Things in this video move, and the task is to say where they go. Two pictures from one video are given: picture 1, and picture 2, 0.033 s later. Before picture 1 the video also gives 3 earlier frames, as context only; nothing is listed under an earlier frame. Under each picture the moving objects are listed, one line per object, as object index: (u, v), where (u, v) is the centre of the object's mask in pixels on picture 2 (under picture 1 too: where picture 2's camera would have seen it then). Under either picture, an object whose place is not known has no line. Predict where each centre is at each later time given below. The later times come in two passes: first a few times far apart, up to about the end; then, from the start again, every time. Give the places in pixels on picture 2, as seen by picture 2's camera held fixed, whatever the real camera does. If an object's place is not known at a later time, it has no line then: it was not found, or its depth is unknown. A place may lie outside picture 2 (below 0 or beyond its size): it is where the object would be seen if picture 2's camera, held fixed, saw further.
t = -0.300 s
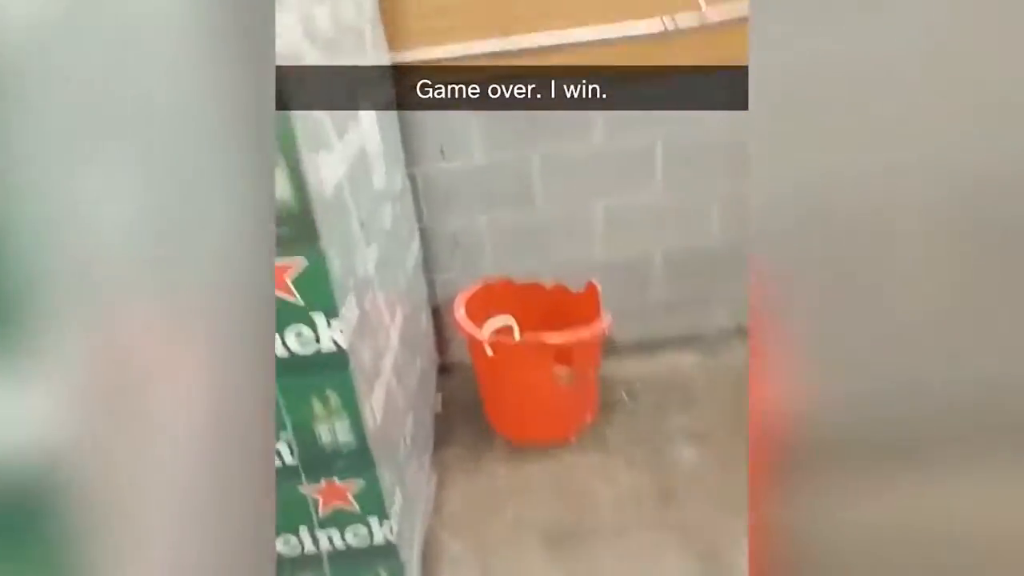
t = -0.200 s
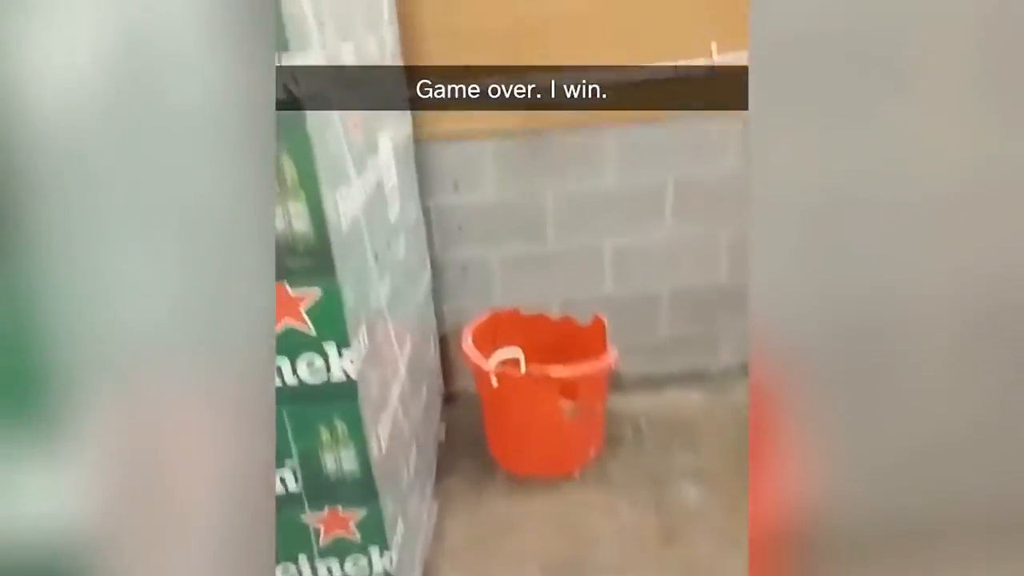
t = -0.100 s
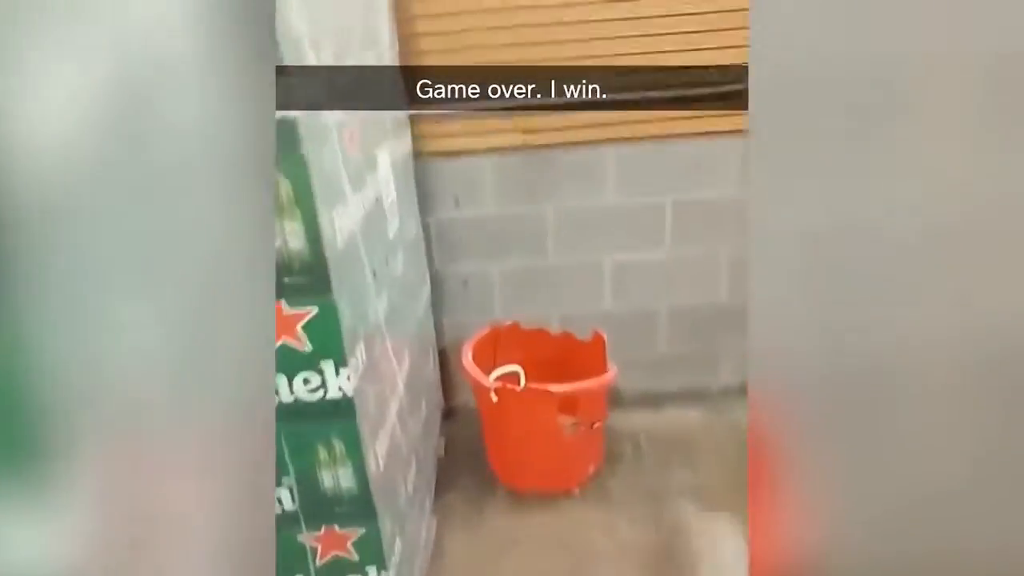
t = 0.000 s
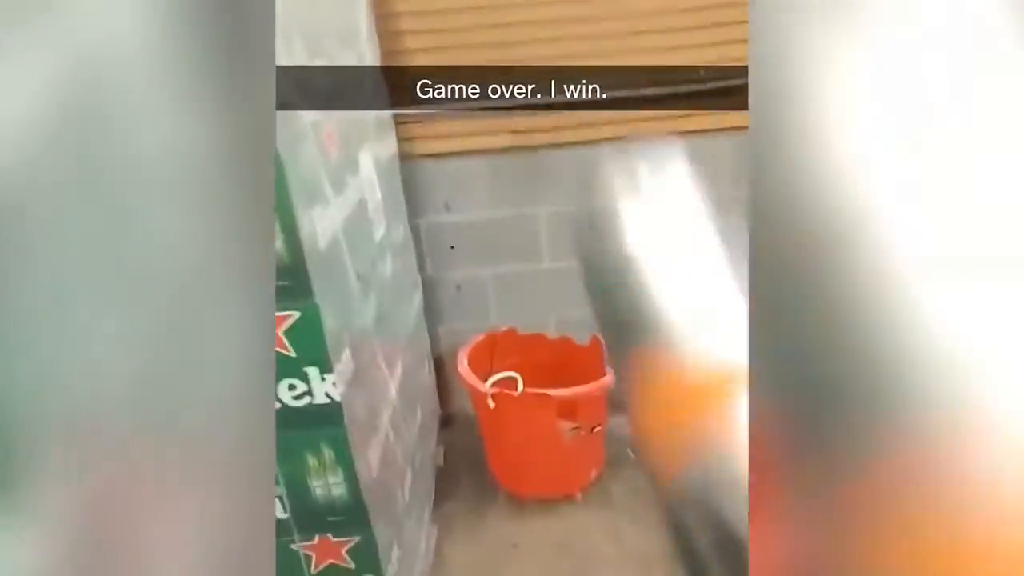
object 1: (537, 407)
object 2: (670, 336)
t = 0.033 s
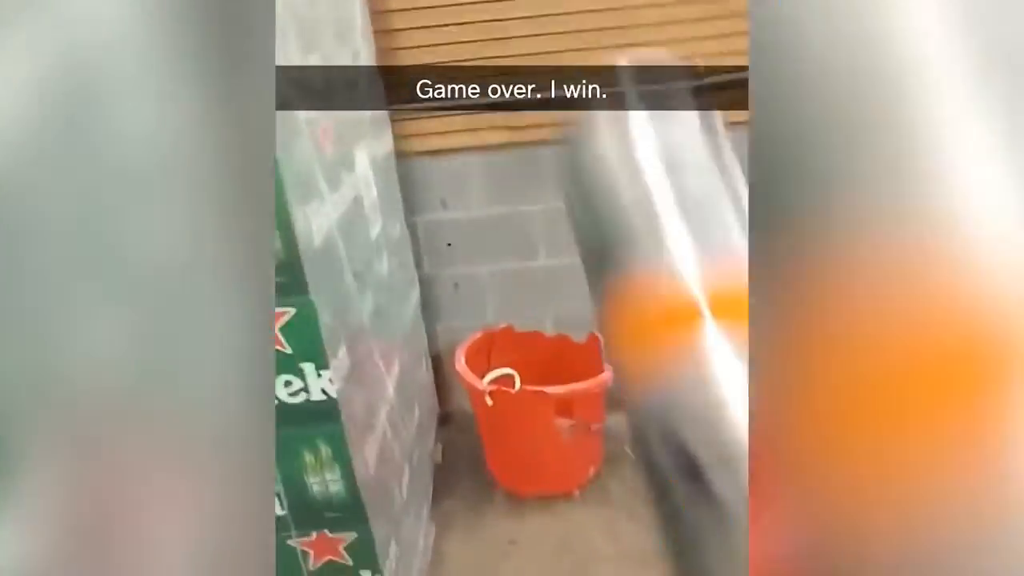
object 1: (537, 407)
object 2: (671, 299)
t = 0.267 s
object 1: (535, 406)
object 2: (606, 190)
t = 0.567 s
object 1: (550, 411)
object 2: (552, 324)
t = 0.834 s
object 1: (539, 436)
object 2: (550, 344)
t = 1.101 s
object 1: (540, 433)
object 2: (550, 354)
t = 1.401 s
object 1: (540, 432)
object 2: (558, 351)
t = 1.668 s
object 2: (557, 352)
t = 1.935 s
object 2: (564, 349)
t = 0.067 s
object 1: (535, 408)
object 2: (670, 274)
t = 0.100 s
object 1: (533, 409)
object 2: (658, 228)
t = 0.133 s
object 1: (531, 410)
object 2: (635, 197)
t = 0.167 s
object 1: (534, 409)
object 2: (623, 166)
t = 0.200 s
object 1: (536, 407)
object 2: (611, 148)
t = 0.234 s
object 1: (536, 406)
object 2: (607, 140)
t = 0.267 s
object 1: (535, 406)
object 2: (606, 190)
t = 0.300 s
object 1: (535, 406)
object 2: (595, 219)
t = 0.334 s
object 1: (534, 408)
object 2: (580, 242)
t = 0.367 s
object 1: (532, 411)
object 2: (567, 253)
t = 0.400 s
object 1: (531, 413)
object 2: (558, 257)
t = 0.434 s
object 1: (529, 416)
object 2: (552, 270)
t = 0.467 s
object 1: (529, 418)
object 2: (557, 290)
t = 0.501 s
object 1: (539, 412)
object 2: (551, 293)
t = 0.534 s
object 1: (542, 412)
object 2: (551, 307)
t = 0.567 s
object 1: (550, 411)
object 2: (552, 324)
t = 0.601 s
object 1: (550, 412)
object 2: (551, 320)
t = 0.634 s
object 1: (549, 416)
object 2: (549, 320)
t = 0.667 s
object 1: (547, 425)
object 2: (549, 323)
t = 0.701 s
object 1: (547, 427)
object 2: (550, 326)
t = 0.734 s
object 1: (546, 429)
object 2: (549, 325)
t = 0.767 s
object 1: (544, 431)
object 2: (549, 329)
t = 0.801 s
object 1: (542, 435)
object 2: (549, 336)
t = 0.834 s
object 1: (539, 436)
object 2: (550, 344)
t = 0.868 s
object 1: (538, 436)
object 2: (551, 351)
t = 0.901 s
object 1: (544, 436)
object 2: (550, 352)
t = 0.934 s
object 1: (545, 434)
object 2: (551, 351)
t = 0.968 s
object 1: (543, 433)
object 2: (551, 351)
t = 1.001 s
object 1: (543, 432)
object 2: (551, 351)
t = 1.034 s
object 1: (542, 433)
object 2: (551, 354)
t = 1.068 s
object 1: (541, 433)
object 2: (551, 357)
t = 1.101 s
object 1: (540, 433)
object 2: (550, 354)
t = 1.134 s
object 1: (540, 433)
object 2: (550, 354)
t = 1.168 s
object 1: (539, 434)
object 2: (550, 355)
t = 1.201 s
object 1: (539, 434)
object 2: (550, 355)
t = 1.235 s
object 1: (539, 435)
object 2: (551, 354)
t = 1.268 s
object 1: (539, 434)
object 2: (551, 353)
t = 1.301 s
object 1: (539, 434)
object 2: (553, 353)
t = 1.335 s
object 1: (539, 433)
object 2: (554, 352)
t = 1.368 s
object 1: (540, 433)
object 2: (556, 351)
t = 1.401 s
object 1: (540, 432)
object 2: (558, 351)
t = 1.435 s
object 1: (541, 432)
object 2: (559, 351)
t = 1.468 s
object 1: (542, 433)
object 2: (560, 352)
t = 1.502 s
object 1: (542, 434)
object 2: (560, 352)
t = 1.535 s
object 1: (543, 434)
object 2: (559, 352)
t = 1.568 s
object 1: (543, 434)
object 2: (559, 353)
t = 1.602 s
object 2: (558, 353)
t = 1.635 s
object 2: (557, 353)
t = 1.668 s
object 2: (557, 352)
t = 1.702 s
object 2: (557, 352)
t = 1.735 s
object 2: (557, 352)
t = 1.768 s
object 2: (559, 352)
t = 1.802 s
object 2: (560, 352)
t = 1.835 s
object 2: (560, 352)
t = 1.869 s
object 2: (561, 351)
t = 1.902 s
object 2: (562, 351)
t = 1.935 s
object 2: (564, 349)
